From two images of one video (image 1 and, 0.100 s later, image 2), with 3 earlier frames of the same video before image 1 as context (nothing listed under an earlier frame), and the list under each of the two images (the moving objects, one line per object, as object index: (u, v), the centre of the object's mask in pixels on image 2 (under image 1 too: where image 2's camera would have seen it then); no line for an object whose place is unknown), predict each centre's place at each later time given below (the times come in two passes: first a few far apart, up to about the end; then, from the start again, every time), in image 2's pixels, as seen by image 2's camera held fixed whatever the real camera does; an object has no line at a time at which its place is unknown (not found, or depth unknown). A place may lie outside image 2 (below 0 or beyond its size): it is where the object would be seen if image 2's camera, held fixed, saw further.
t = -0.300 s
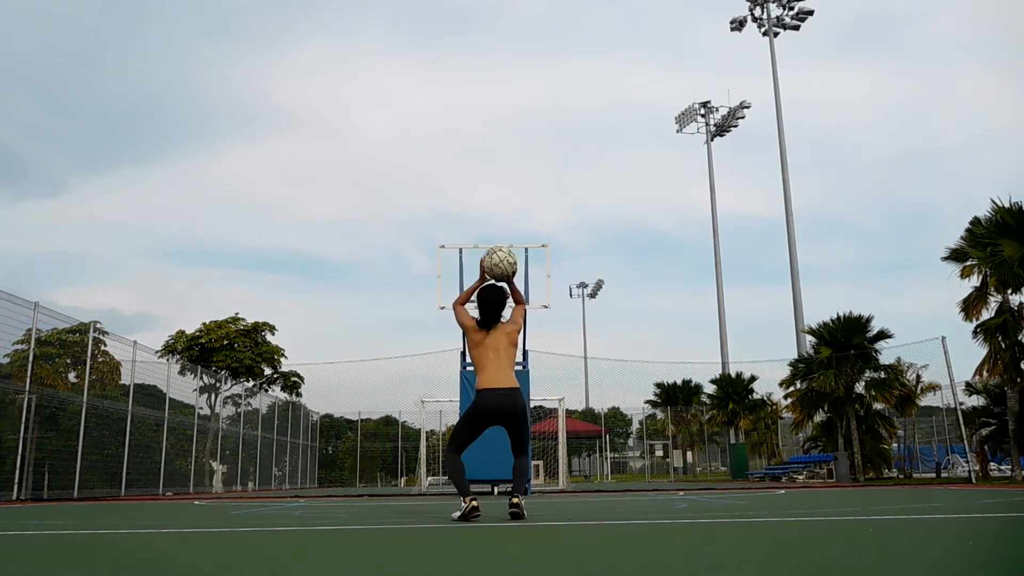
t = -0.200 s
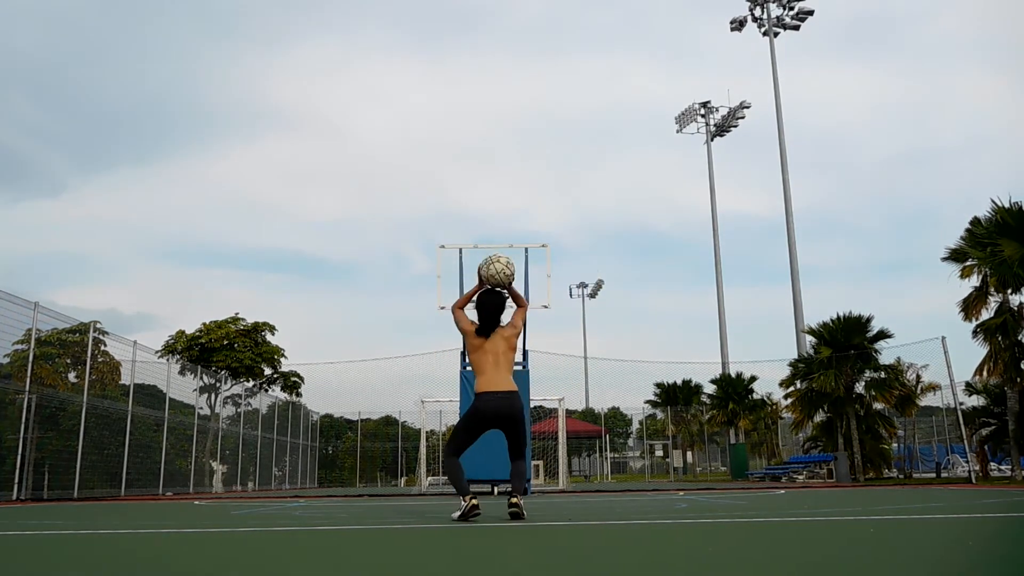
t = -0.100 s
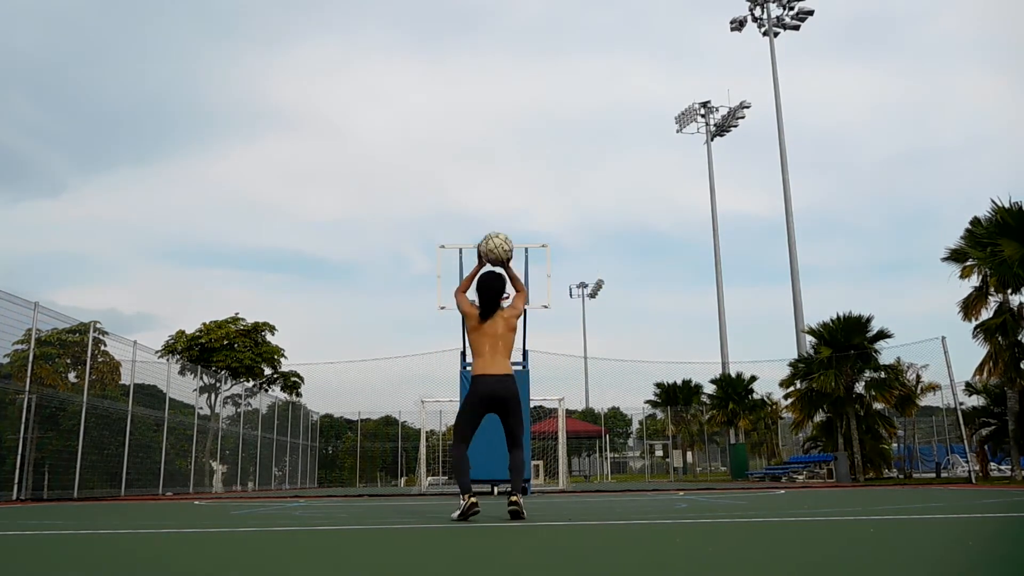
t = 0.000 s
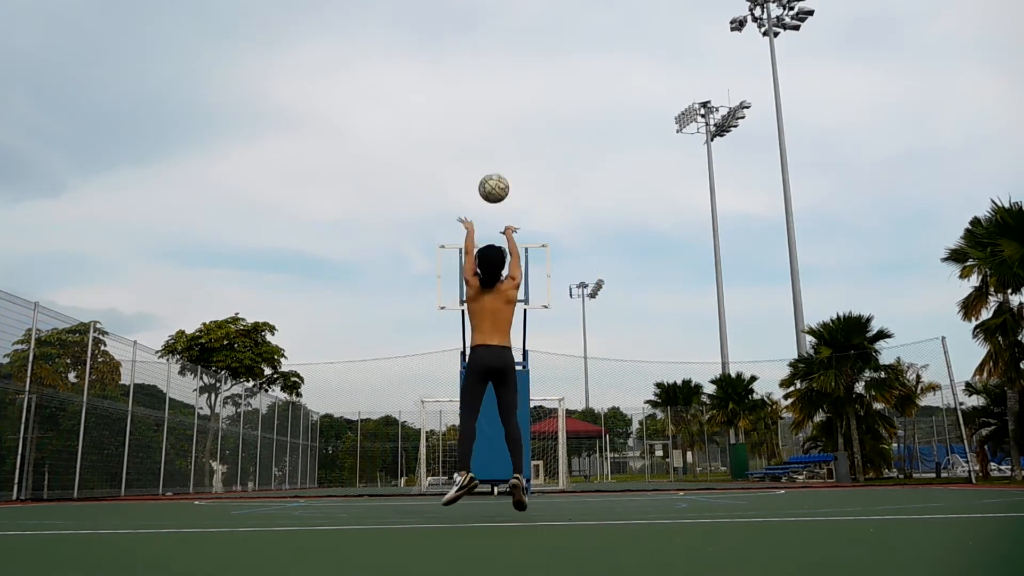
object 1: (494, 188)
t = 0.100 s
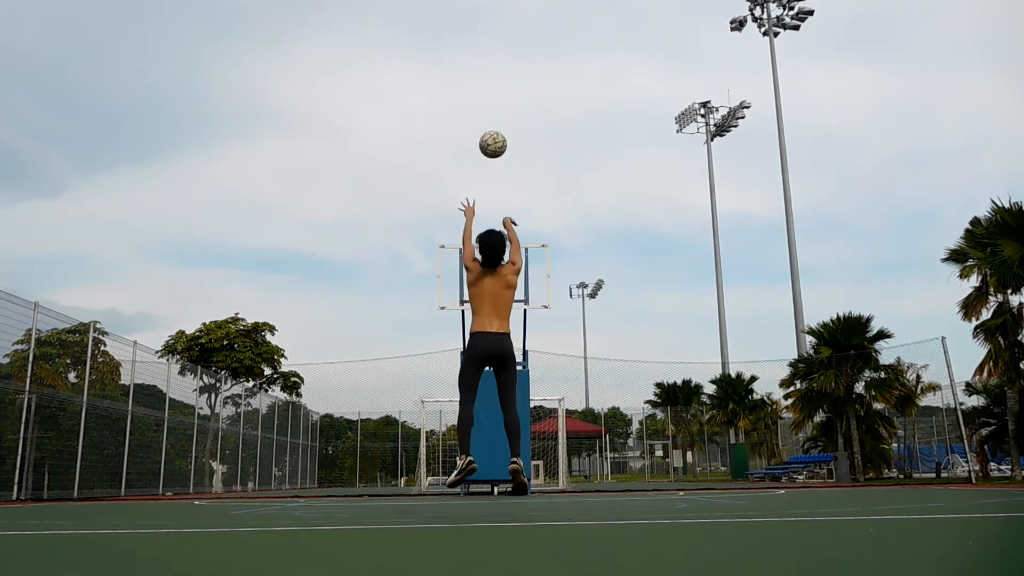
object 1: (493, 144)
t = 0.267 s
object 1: (493, 108)
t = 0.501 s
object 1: (493, 106)
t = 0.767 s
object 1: (495, 149)
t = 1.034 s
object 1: (499, 228)
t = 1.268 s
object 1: (497, 284)
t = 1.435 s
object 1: (492, 277)
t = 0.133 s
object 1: (493, 134)
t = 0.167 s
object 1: (492, 125)
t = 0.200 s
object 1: (493, 118)
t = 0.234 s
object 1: (493, 112)
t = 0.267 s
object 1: (493, 108)
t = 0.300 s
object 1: (493, 105)
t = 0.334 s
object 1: (493, 102)
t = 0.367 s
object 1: (493, 101)
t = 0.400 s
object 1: (493, 101)
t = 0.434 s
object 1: (493, 102)
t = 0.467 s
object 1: (493, 103)
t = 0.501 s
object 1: (493, 106)
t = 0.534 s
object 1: (493, 109)
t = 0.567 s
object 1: (493, 113)
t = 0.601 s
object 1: (493, 117)
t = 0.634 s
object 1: (494, 123)
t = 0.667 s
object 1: (494, 128)
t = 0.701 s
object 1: (494, 135)
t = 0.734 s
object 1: (495, 142)
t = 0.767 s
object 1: (495, 149)
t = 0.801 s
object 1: (496, 158)
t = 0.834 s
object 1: (496, 166)
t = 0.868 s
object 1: (496, 175)
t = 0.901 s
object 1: (497, 185)
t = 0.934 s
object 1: (497, 195)
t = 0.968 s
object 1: (498, 205)
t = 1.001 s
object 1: (498, 216)
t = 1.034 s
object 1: (499, 228)
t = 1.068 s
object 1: (499, 239)
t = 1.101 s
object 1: (499, 252)
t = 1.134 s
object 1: (500, 264)
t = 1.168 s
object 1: (500, 278)
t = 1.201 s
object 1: (500, 285)
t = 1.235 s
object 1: (499, 284)
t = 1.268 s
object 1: (497, 284)
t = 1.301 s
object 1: (496, 284)
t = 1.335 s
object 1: (495, 284)
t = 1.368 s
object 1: (494, 281)
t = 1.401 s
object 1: (493, 279)
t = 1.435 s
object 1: (492, 277)
